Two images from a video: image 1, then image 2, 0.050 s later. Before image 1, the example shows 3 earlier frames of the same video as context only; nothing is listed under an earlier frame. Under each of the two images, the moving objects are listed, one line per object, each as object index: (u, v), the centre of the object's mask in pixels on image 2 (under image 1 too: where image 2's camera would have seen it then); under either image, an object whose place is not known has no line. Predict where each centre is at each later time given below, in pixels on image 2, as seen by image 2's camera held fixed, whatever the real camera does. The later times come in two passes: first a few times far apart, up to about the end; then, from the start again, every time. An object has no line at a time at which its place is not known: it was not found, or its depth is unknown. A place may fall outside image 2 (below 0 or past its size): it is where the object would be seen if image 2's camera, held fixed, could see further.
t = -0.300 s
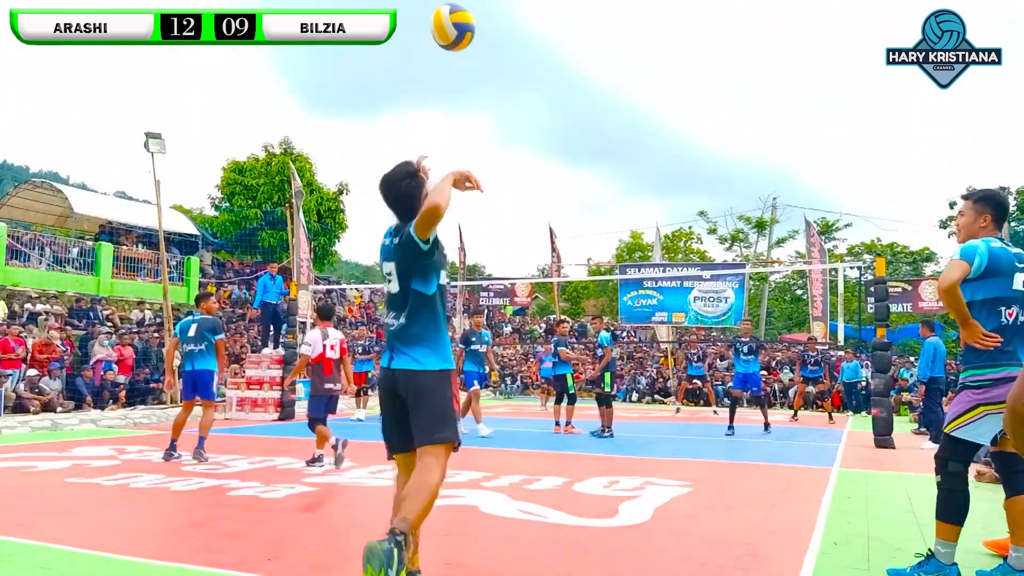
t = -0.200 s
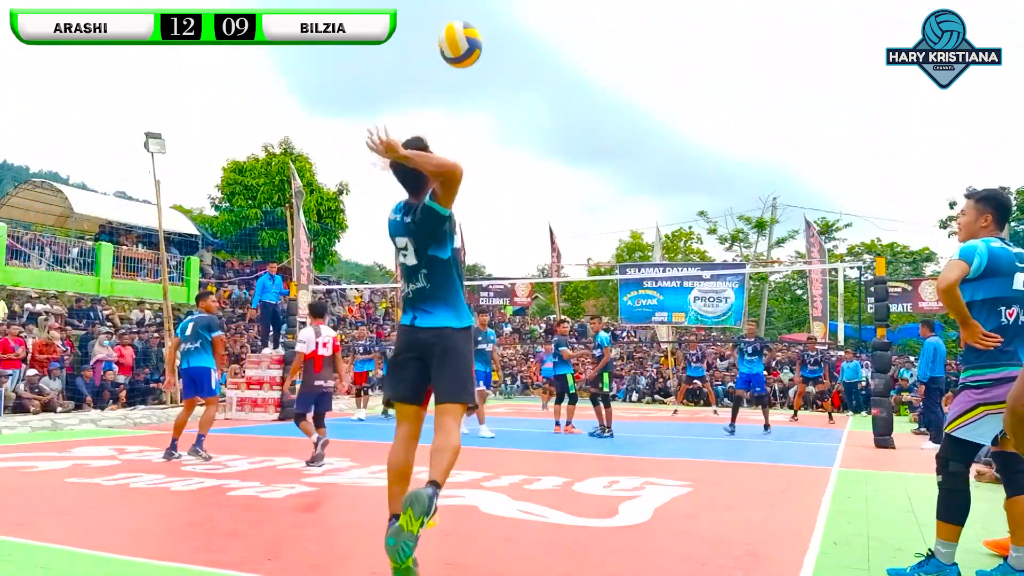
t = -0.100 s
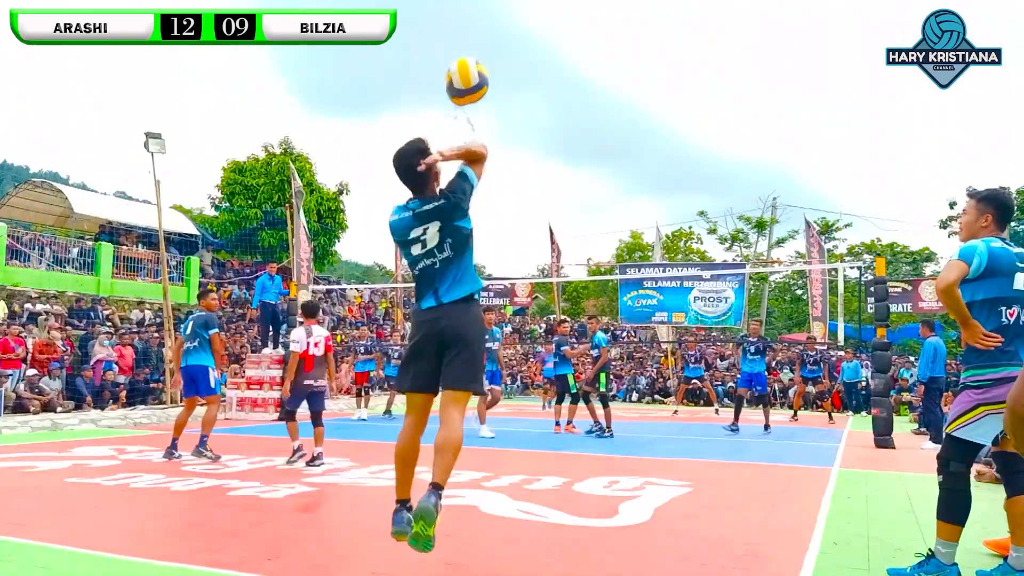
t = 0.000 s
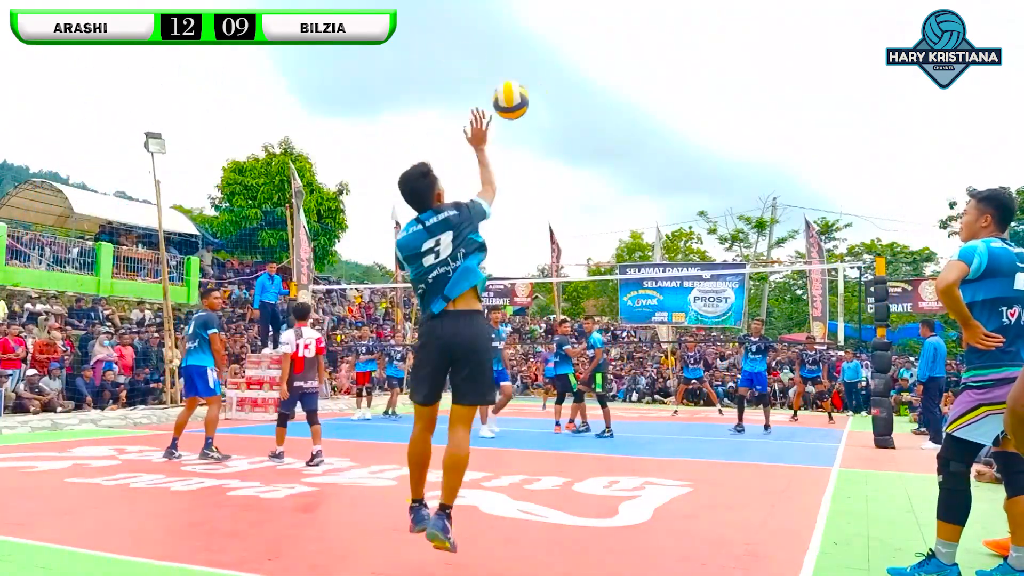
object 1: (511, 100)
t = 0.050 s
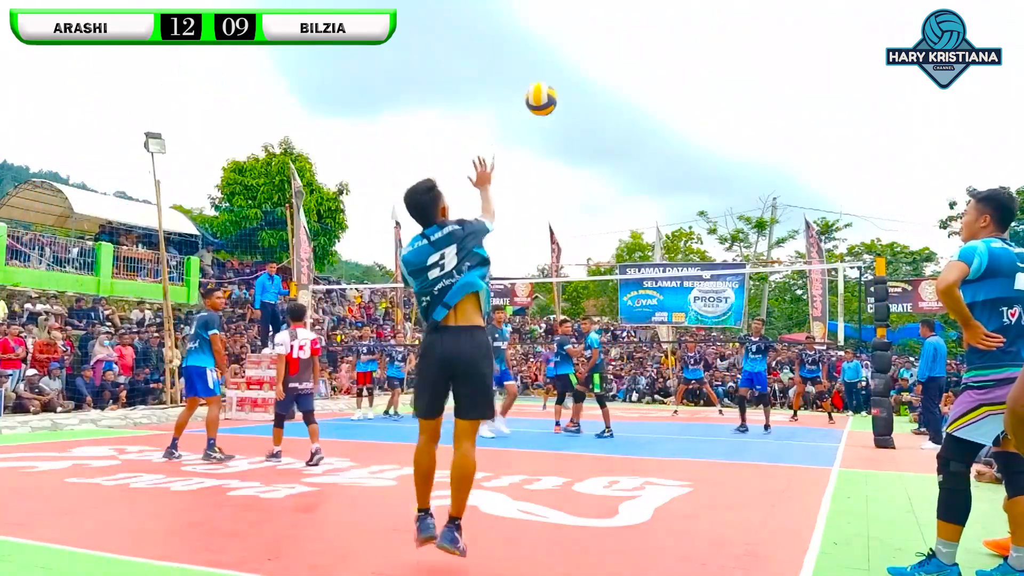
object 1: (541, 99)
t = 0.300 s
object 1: (622, 123)
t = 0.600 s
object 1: (670, 191)
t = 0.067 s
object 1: (550, 99)
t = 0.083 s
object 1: (558, 100)
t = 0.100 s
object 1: (565, 100)
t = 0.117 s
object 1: (572, 101)
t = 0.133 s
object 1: (578, 102)
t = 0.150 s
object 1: (584, 103)
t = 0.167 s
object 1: (590, 105)
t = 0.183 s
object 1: (594, 107)
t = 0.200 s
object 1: (599, 108)
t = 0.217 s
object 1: (604, 110)
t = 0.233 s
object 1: (608, 113)
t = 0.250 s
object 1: (612, 115)
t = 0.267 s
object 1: (616, 117)
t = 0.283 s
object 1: (619, 120)
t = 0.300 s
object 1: (622, 123)
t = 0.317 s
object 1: (626, 126)
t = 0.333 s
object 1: (629, 129)
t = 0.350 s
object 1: (632, 132)
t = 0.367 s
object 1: (635, 135)
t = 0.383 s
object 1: (639, 139)
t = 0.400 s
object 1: (641, 142)
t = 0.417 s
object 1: (645, 146)
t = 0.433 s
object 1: (648, 149)
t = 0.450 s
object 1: (650, 153)
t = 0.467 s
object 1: (653, 158)
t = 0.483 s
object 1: (655, 162)
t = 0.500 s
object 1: (657, 166)
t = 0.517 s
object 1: (659, 170)
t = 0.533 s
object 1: (662, 174)
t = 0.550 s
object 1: (664, 178)
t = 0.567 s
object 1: (666, 182)
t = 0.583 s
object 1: (667, 187)
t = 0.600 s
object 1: (670, 191)
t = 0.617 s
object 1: (672, 195)
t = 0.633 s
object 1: (673, 200)
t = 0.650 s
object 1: (675, 203)
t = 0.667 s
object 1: (677, 209)
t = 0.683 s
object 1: (678, 214)
